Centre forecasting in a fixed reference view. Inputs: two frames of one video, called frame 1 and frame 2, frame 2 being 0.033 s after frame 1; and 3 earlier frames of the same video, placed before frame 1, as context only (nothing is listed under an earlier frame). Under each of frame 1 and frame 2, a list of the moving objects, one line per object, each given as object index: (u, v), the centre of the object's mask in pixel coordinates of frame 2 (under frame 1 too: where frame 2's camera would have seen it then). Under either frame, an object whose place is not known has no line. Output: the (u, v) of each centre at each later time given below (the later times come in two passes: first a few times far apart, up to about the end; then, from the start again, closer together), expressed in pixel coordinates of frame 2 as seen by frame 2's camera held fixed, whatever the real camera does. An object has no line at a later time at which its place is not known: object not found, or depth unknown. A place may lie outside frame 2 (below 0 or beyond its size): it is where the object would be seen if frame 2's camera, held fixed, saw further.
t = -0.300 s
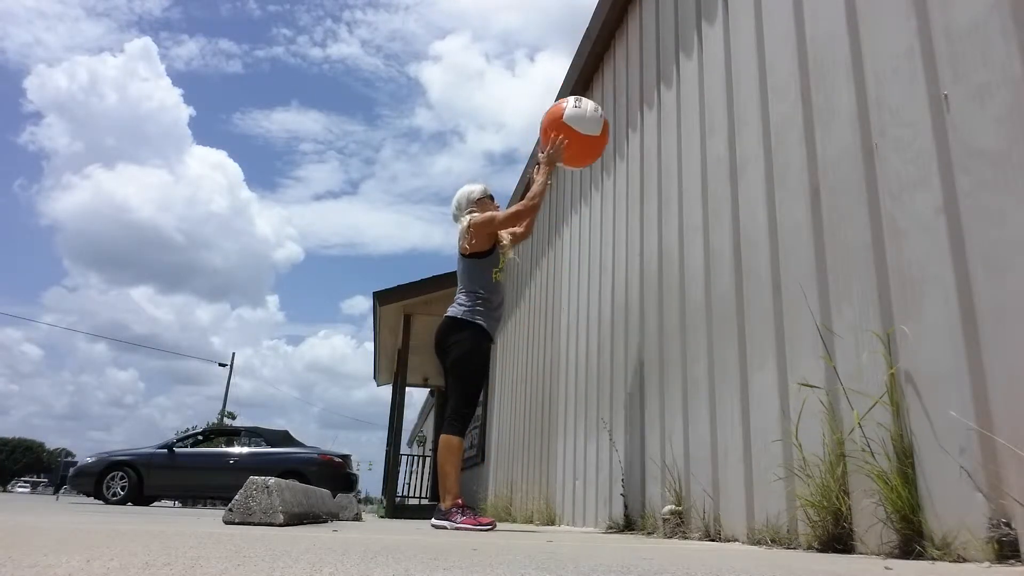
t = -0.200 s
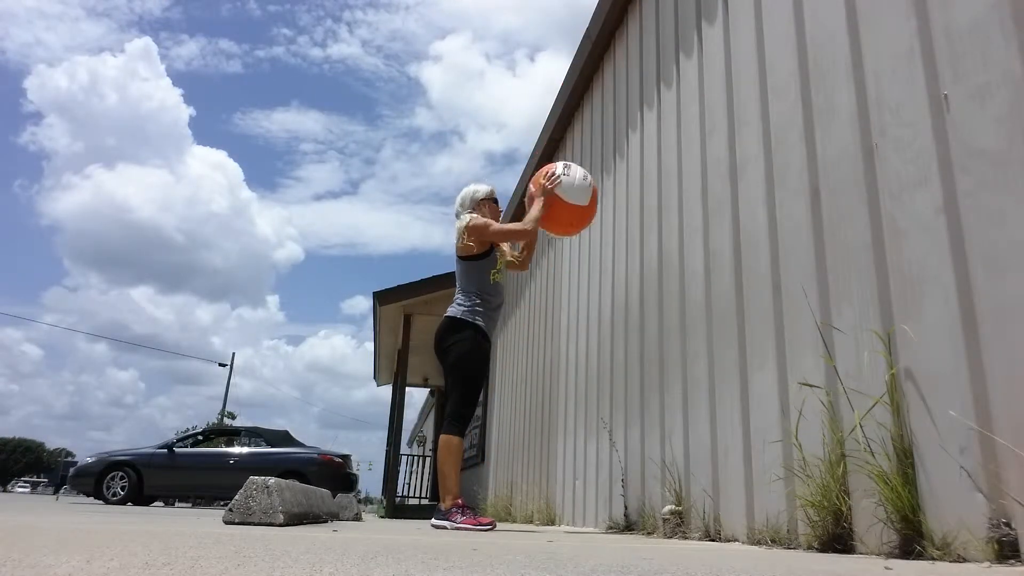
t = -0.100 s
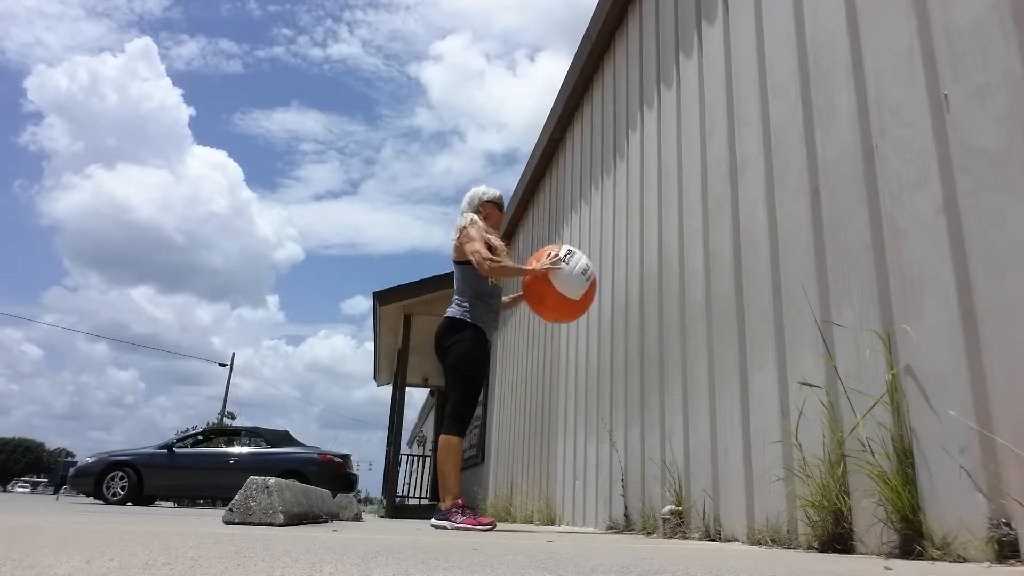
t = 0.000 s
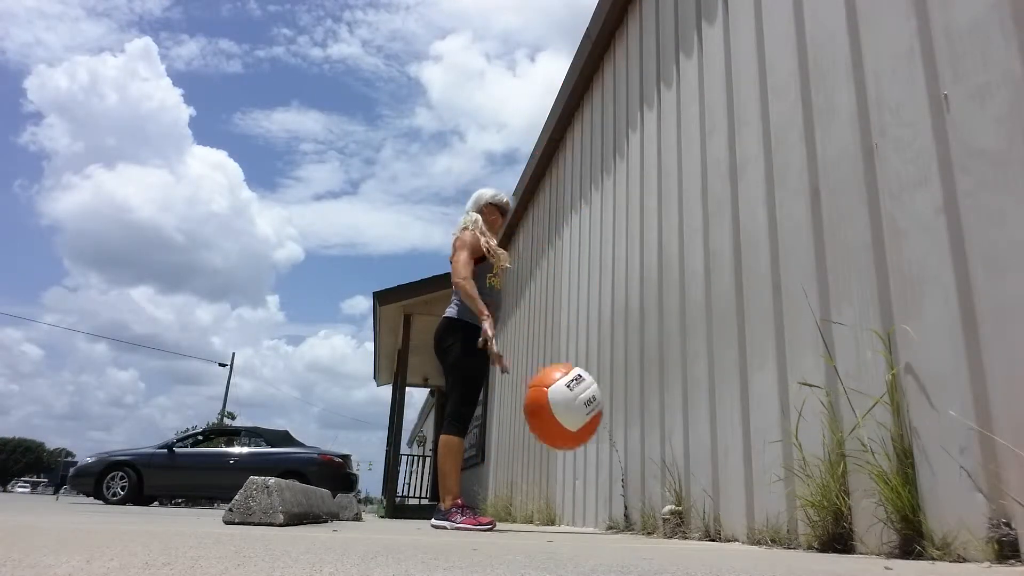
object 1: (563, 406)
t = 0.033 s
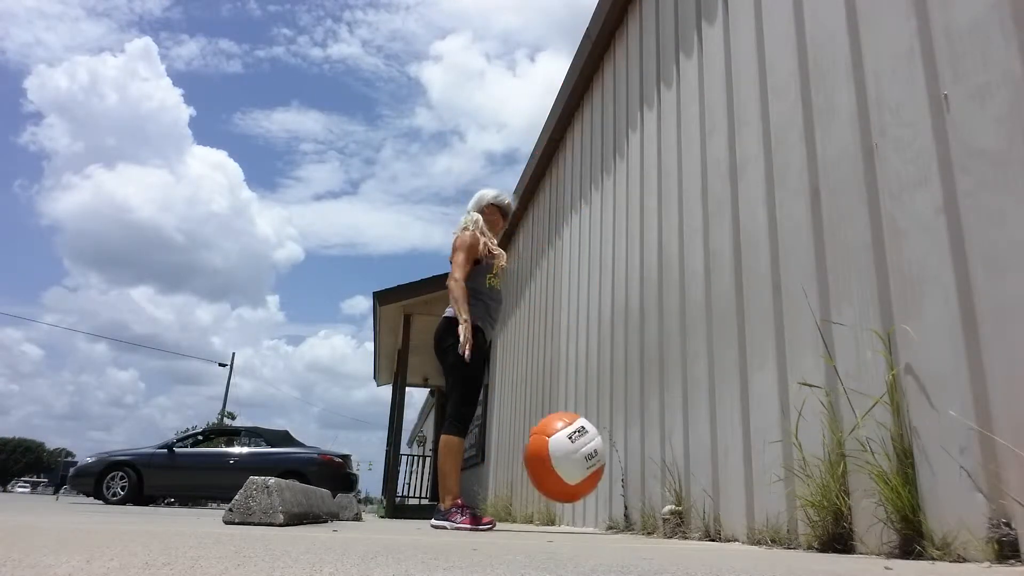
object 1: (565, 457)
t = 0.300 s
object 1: (569, 397)
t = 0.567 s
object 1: (569, 418)
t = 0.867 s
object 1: (568, 466)
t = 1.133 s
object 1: (565, 489)
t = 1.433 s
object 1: (563, 494)
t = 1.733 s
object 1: (562, 493)
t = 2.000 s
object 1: (562, 493)
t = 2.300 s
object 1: (562, 493)
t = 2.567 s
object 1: (562, 493)
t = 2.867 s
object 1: (562, 493)
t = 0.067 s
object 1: (566, 500)
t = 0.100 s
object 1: (567, 480)
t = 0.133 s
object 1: (567, 460)
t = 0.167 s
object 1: (568, 442)
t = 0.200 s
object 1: (568, 427)
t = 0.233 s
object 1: (568, 415)
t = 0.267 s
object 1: (569, 405)
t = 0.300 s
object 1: (569, 397)
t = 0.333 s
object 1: (569, 391)
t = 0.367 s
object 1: (569, 388)
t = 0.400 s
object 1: (569, 387)
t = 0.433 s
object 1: (569, 389)
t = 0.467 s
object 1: (570, 393)
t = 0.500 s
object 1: (569, 399)
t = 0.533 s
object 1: (569, 407)
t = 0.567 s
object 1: (569, 418)
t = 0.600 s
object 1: (569, 432)
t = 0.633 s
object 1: (569, 448)
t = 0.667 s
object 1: (569, 467)
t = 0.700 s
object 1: (568, 489)
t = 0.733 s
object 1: (568, 496)
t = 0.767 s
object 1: (568, 485)
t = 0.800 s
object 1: (568, 476)
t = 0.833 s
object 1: (568, 470)
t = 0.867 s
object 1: (568, 466)
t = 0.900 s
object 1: (568, 465)
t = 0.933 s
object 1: (568, 465)
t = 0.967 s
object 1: (568, 469)
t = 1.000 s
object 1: (567, 474)
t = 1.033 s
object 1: (567, 483)
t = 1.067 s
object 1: (566, 494)
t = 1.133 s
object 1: (565, 489)
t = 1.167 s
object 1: (565, 486)
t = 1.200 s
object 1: (565, 485)
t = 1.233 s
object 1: (565, 487)
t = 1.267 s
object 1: (564, 491)
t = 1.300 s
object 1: (564, 495)
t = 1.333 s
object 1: (563, 492)
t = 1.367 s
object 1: (563, 491)
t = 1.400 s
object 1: (563, 492)
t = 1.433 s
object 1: (563, 494)
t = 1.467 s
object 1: (562, 493)
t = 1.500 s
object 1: (562, 493)
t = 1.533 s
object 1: (562, 493)
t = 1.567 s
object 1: (562, 493)
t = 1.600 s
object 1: (562, 493)
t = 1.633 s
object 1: (562, 493)
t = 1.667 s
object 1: (562, 493)
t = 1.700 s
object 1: (562, 493)
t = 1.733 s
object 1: (562, 493)
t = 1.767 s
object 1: (562, 493)
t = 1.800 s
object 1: (562, 493)
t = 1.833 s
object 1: (562, 493)
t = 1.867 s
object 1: (562, 493)
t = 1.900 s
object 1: (562, 494)
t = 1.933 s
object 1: (562, 494)
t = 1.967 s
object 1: (562, 493)
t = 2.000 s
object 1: (562, 493)
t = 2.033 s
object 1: (562, 494)
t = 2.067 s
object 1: (562, 494)
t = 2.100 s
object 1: (562, 493)
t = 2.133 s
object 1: (562, 493)
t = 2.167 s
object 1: (562, 493)
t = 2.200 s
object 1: (562, 493)
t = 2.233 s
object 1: (562, 493)
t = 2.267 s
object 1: (562, 493)
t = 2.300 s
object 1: (562, 493)
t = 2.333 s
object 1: (562, 493)
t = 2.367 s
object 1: (562, 493)
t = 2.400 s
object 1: (562, 493)
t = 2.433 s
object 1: (562, 493)
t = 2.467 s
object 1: (562, 493)
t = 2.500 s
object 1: (562, 494)
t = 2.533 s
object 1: (562, 493)
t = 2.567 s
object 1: (562, 493)
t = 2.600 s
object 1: (562, 493)
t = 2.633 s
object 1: (562, 493)
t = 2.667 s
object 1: (562, 493)
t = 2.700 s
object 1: (562, 493)
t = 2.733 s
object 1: (562, 493)
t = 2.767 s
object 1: (562, 493)
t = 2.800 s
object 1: (562, 493)
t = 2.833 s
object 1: (562, 493)
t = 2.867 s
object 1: (562, 493)
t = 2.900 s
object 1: (562, 493)
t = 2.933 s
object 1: (562, 493)
